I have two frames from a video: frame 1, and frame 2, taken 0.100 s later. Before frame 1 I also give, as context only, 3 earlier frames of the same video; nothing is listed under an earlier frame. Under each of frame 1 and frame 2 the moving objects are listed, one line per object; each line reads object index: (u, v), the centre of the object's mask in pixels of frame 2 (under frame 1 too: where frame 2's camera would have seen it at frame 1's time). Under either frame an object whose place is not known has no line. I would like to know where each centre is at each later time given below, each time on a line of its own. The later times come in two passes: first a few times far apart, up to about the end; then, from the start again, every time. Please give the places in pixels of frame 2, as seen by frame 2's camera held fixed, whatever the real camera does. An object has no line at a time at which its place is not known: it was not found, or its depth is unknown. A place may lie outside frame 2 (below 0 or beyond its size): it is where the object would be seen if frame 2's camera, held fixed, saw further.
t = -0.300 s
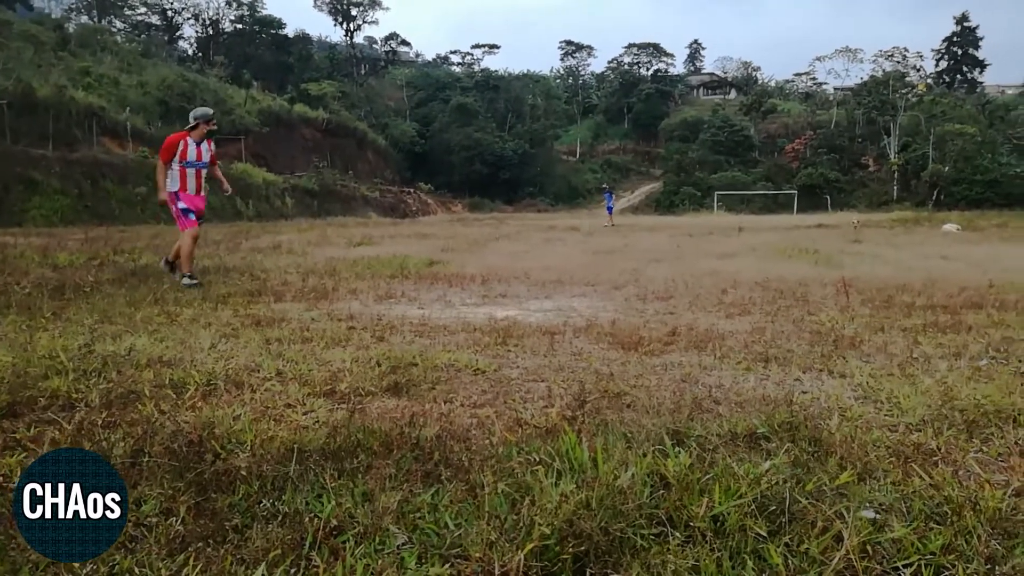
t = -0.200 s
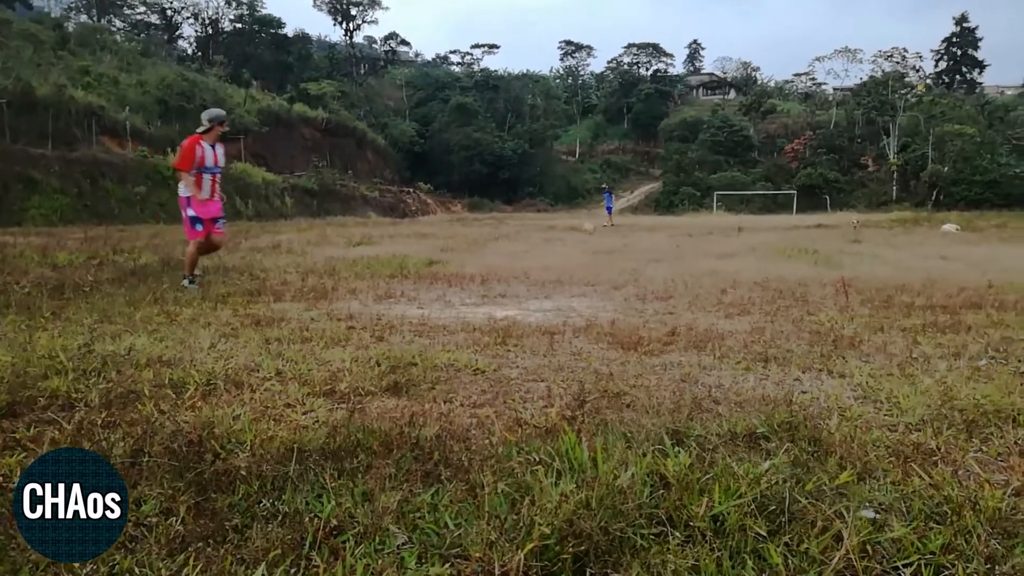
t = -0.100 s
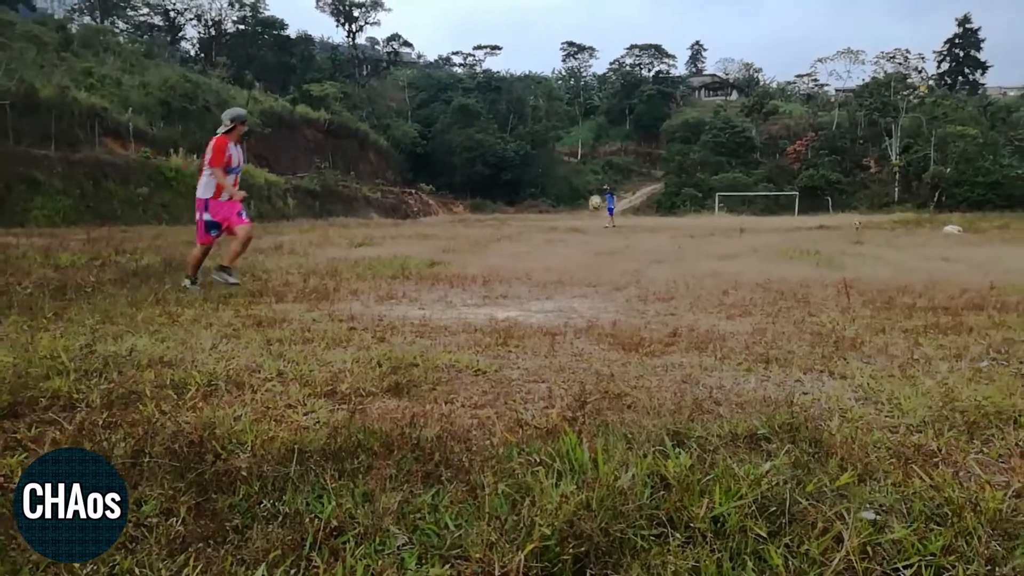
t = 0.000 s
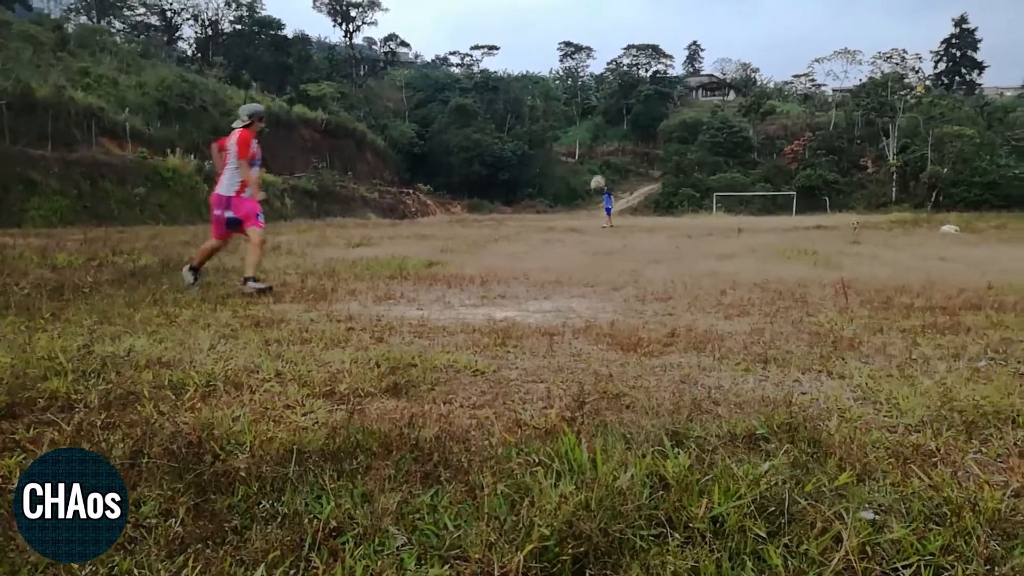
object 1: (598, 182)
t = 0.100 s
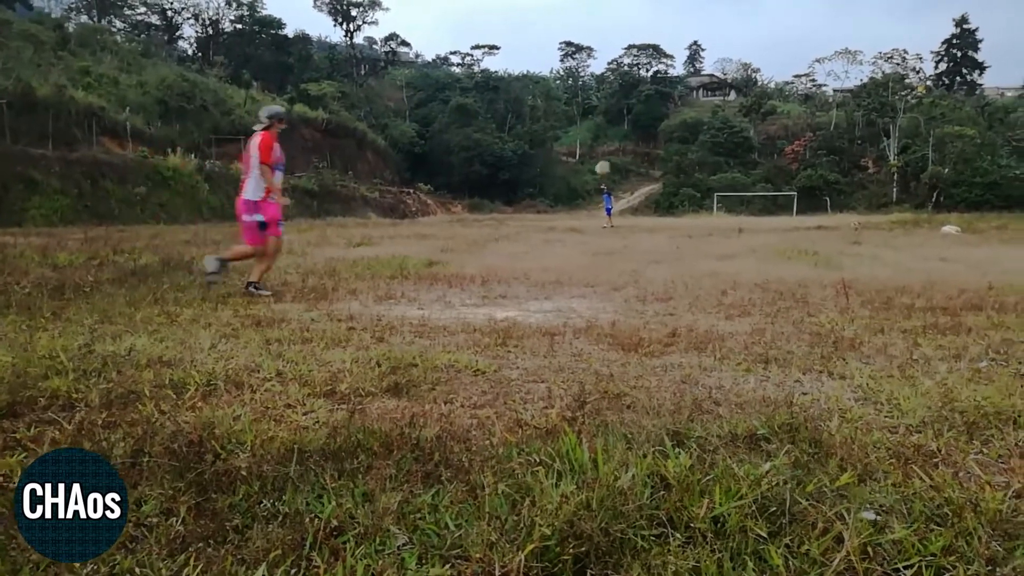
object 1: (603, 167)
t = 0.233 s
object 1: (608, 157)
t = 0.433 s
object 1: (618, 162)
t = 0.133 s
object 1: (605, 163)
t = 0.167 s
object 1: (606, 160)
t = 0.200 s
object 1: (607, 158)
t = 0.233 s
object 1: (608, 157)
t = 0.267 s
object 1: (610, 155)
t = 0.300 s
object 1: (611, 155)
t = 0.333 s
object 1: (613, 156)
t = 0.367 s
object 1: (614, 157)
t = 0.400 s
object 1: (616, 159)
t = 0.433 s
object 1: (618, 162)
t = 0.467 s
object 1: (620, 166)
